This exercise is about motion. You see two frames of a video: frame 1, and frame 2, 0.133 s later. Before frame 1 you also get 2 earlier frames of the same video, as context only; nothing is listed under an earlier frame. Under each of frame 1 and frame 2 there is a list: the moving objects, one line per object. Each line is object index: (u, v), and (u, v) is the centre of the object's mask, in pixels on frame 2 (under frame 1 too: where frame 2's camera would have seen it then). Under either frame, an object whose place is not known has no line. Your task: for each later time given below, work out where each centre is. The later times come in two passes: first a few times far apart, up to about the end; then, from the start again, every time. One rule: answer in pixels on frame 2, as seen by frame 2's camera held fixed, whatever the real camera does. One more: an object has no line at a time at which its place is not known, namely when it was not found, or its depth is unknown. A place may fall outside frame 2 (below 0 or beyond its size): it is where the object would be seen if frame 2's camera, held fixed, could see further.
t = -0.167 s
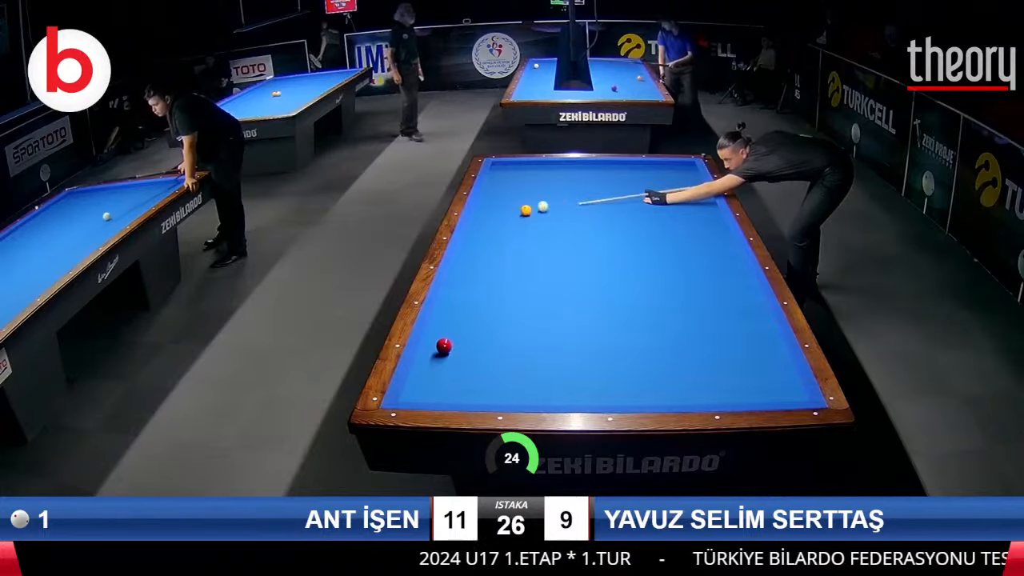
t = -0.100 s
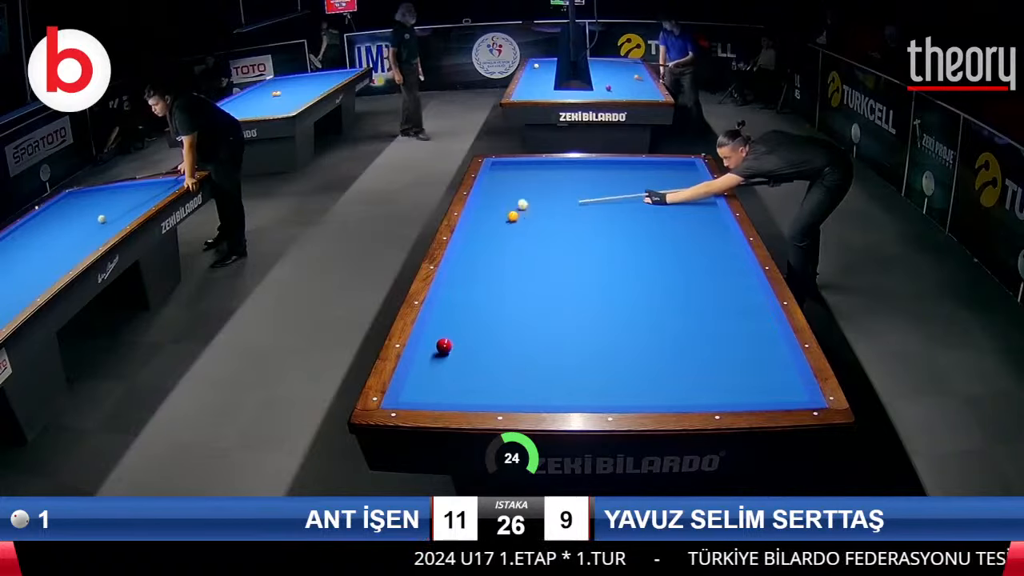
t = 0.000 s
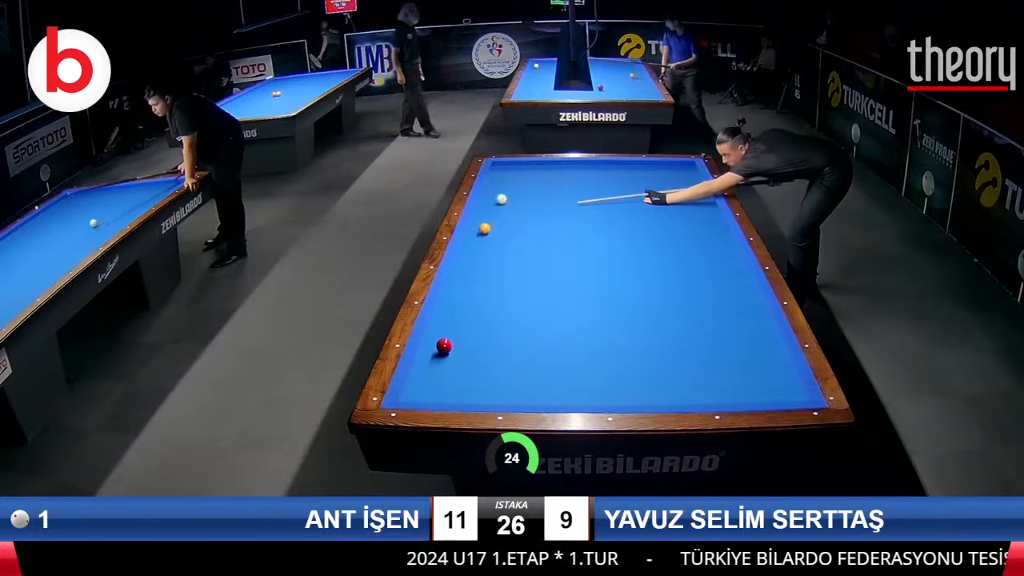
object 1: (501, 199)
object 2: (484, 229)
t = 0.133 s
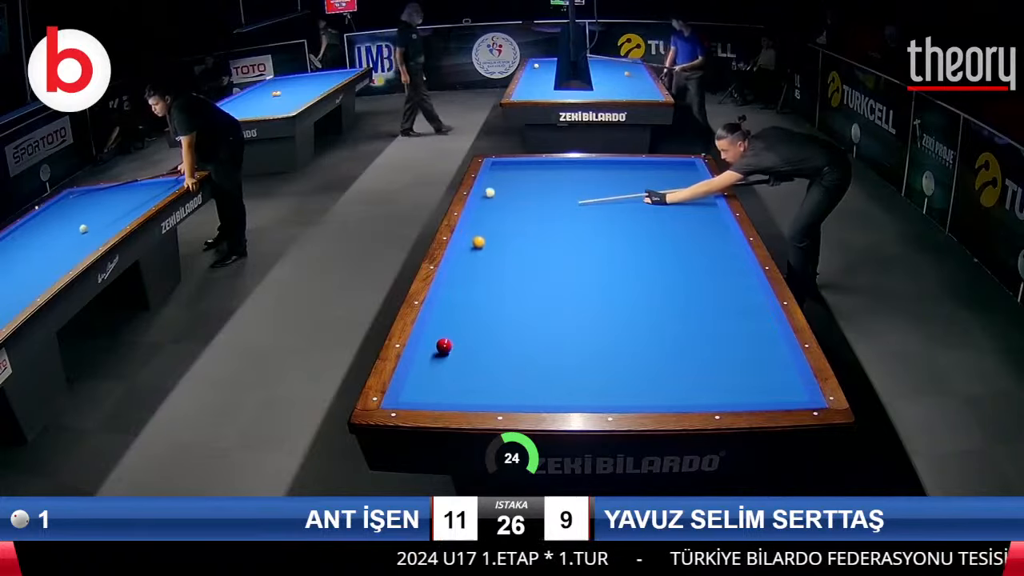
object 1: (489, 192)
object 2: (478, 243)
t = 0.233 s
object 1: (505, 186)
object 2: (492, 252)
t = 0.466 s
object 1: (532, 174)
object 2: (522, 271)
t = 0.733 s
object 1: (558, 162)
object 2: (560, 298)
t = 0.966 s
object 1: (586, 168)
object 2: (598, 323)
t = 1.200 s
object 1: (615, 174)
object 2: (640, 353)
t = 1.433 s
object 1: (644, 180)
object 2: (687, 385)
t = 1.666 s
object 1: (674, 187)
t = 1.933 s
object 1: (707, 195)
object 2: (774, 366)
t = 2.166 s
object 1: (693, 203)
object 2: (761, 348)
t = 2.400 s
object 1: (680, 210)
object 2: (733, 332)
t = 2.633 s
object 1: (666, 219)
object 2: (706, 318)
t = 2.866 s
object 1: (652, 227)
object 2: (681, 304)
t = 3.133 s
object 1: (634, 238)
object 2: (655, 290)
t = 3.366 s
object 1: (618, 248)
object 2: (633, 279)
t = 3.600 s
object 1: (601, 259)
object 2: (613, 268)
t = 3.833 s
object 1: (572, 266)
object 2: (605, 261)
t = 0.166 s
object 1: (495, 190)
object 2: (483, 246)
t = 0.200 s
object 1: (500, 188)
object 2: (488, 249)
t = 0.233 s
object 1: (505, 186)
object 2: (492, 252)
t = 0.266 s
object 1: (510, 184)
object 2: (496, 254)
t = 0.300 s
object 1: (514, 183)
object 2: (500, 257)
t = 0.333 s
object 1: (518, 181)
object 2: (504, 260)
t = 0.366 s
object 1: (522, 179)
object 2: (509, 263)
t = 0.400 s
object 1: (525, 177)
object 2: (513, 266)
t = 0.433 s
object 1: (529, 176)
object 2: (517, 268)
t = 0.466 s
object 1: (532, 174)
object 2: (522, 271)
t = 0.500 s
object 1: (536, 172)
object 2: (526, 274)
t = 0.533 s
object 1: (539, 171)
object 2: (531, 278)
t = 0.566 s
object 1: (542, 169)
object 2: (536, 281)
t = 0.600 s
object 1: (546, 168)
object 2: (540, 284)
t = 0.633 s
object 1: (549, 166)
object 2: (545, 287)
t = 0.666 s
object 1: (552, 165)
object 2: (550, 291)
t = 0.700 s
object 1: (555, 163)
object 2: (555, 294)
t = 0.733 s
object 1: (558, 162)
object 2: (560, 298)
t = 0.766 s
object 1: (562, 163)
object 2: (565, 301)
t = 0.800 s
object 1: (566, 164)
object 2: (570, 305)
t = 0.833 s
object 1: (570, 165)
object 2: (576, 308)
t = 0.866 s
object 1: (574, 166)
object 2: (581, 312)
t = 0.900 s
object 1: (578, 167)
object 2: (587, 316)
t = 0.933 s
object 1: (582, 167)
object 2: (592, 320)
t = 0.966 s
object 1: (586, 168)
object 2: (598, 323)
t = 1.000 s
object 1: (590, 169)
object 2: (604, 327)
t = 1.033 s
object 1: (594, 170)
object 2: (609, 331)
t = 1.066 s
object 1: (598, 171)
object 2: (615, 335)
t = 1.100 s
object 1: (602, 172)
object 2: (621, 340)
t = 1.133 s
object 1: (606, 172)
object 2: (628, 344)
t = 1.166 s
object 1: (610, 173)
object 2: (634, 348)
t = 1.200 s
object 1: (615, 174)
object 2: (640, 353)
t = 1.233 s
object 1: (619, 175)
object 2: (647, 357)
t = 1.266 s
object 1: (623, 176)
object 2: (653, 362)
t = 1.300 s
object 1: (627, 177)
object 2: (659, 366)
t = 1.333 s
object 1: (631, 177)
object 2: (666, 371)
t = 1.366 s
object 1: (635, 178)
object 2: (673, 376)
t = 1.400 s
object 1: (640, 179)
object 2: (680, 381)
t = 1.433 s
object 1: (644, 180)
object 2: (687, 385)
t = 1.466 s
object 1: (648, 181)
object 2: (694, 391)
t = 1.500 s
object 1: (653, 182)
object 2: (701, 394)
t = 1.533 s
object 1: (657, 183)
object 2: (708, 397)
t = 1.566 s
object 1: (661, 184)
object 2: (714, 397)
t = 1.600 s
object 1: (665, 185)
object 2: (720, 394)
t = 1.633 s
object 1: (670, 186)
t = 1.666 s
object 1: (674, 187)
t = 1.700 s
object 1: (678, 188)
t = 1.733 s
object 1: (683, 189)
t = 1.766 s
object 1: (687, 190)
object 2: (751, 374)
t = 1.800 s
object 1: (692, 191)
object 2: (753, 376)
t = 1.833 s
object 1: (696, 192)
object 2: (758, 373)
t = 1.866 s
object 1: (700, 193)
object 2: (763, 371)
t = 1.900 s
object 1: (705, 194)
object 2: (769, 368)
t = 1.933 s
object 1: (707, 195)
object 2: (774, 366)
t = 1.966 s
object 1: (704, 196)
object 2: (778, 363)
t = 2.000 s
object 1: (702, 197)
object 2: (783, 361)
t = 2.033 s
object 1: (700, 198)
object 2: (781, 358)
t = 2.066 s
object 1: (698, 199)
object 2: (776, 356)
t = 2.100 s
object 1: (696, 200)
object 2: (770, 353)
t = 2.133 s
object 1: (695, 202)
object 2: (766, 351)
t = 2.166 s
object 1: (693, 203)
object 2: (761, 348)
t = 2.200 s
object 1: (691, 204)
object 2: (757, 346)
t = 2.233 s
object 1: (689, 205)
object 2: (753, 343)
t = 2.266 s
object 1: (687, 206)
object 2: (749, 341)
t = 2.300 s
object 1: (686, 207)
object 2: (745, 339)
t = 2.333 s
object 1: (684, 208)
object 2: (741, 337)
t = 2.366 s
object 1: (682, 209)
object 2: (737, 334)
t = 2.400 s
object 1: (680, 210)
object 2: (733, 332)
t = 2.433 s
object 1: (678, 211)
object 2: (729, 330)
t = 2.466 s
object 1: (676, 213)
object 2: (725, 328)
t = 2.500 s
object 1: (674, 214)
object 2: (721, 326)
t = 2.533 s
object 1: (672, 215)
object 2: (717, 324)
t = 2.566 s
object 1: (671, 216)
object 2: (714, 322)
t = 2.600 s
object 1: (668, 217)
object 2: (710, 320)
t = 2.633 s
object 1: (666, 219)
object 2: (706, 318)
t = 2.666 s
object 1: (664, 220)
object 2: (703, 316)
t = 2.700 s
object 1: (662, 221)
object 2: (699, 314)
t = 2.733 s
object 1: (660, 222)
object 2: (696, 312)
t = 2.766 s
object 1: (658, 224)
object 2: (692, 310)
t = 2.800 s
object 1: (656, 225)
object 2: (688, 308)
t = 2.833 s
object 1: (654, 226)
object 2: (685, 306)
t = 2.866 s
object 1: (652, 227)
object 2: (681, 304)
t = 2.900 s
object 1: (649, 229)
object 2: (678, 302)
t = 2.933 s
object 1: (647, 230)
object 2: (675, 301)
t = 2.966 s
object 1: (645, 232)
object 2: (672, 299)
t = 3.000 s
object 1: (643, 233)
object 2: (668, 297)
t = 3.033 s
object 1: (641, 234)
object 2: (665, 295)
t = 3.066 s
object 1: (638, 236)
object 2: (661, 293)
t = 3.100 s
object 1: (636, 237)
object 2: (658, 292)
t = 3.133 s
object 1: (634, 238)
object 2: (655, 290)
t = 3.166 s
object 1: (632, 239)
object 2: (652, 288)
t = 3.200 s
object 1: (629, 241)
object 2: (649, 287)
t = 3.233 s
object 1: (627, 242)
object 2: (646, 285)
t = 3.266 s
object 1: (625, 244)
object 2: (643, 283)
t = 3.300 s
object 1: (622, 245)
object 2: (639, 282)
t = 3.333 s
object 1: (620, 247)
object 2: (636, 280)
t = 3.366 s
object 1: (618, 248)
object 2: (633, 279)
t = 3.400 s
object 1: (616, 250)
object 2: (630, 277)
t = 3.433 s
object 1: (613, 251)
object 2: (627, 276)
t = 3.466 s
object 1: (611, 253)
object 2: (624, 274)
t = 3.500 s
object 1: (608, 254)
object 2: (621, 272)
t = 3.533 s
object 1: (606, 256)
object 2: (619, 271)
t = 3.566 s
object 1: (603, 257)
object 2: (616, 270)
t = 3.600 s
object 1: (601, 259)
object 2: (613, 268)
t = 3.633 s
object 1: (598, 260)
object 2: (610, 267)
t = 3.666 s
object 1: (595, 261)
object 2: (607, 265)
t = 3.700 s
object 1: (590, 263)
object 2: (607, 264)
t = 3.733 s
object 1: (586, 264)
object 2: (607, 264)
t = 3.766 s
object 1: (581, 265)
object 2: (606, 263)
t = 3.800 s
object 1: (577, 265)
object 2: (605, 262)
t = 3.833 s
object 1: (572, 266)
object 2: (605, 261)
